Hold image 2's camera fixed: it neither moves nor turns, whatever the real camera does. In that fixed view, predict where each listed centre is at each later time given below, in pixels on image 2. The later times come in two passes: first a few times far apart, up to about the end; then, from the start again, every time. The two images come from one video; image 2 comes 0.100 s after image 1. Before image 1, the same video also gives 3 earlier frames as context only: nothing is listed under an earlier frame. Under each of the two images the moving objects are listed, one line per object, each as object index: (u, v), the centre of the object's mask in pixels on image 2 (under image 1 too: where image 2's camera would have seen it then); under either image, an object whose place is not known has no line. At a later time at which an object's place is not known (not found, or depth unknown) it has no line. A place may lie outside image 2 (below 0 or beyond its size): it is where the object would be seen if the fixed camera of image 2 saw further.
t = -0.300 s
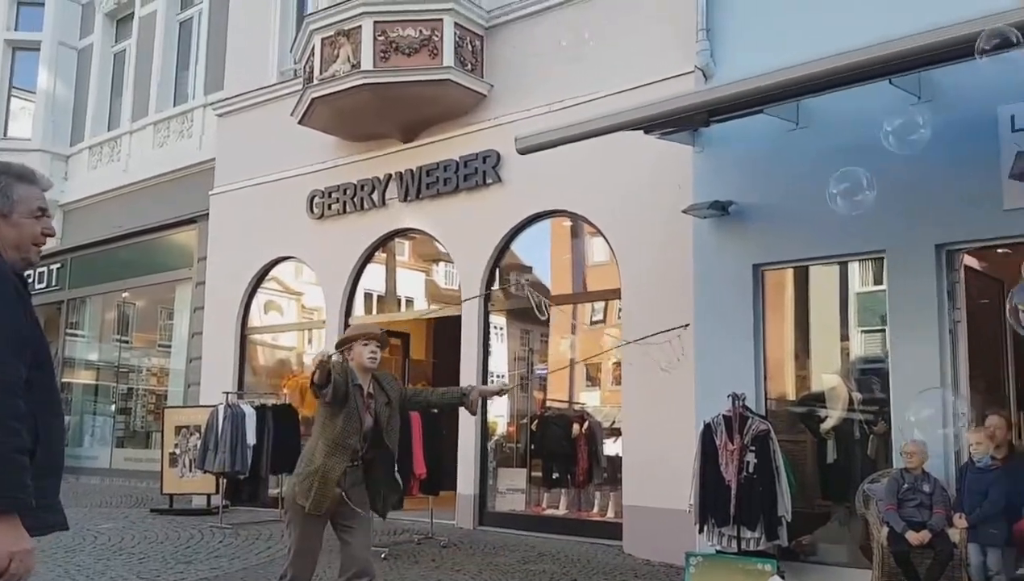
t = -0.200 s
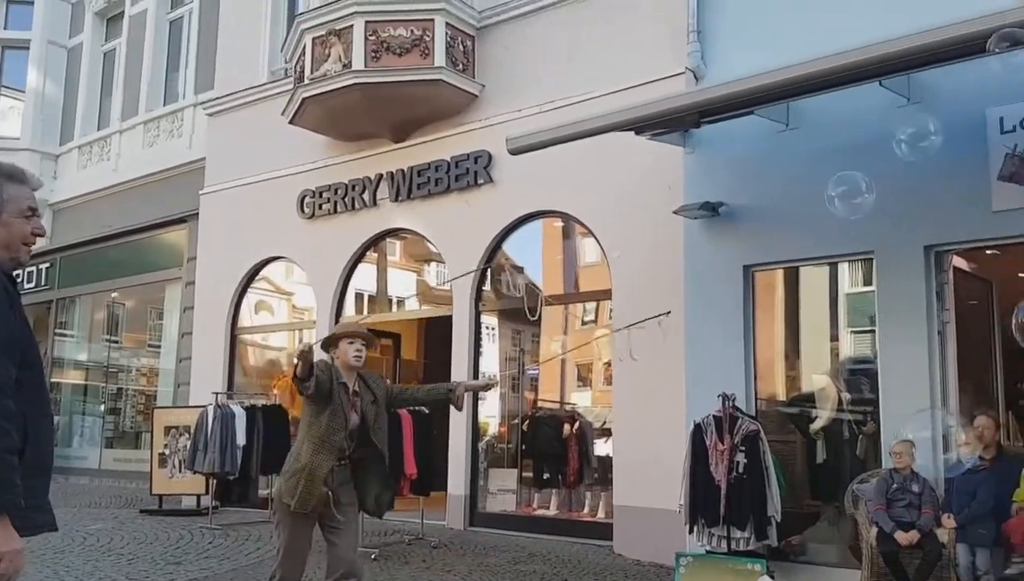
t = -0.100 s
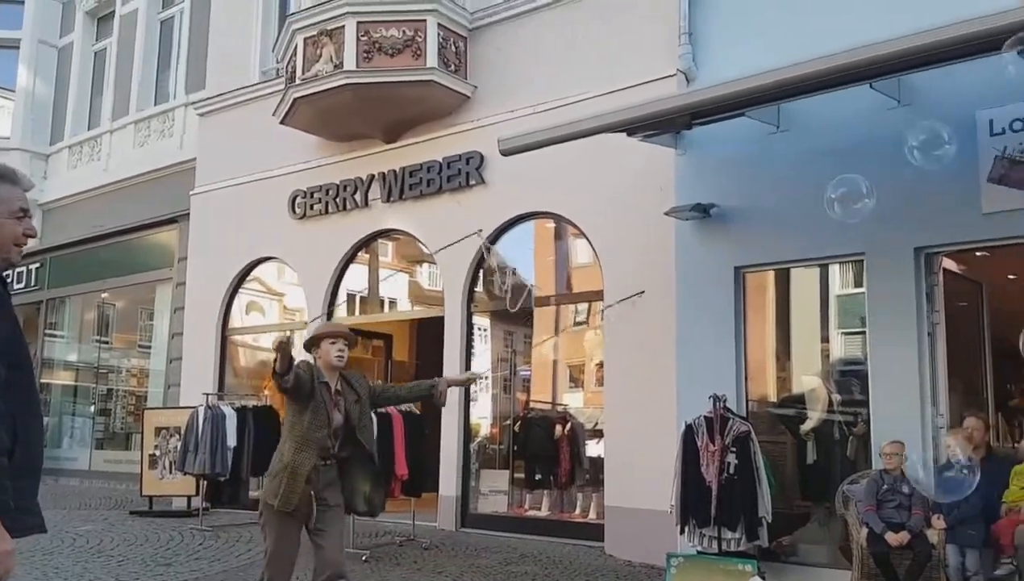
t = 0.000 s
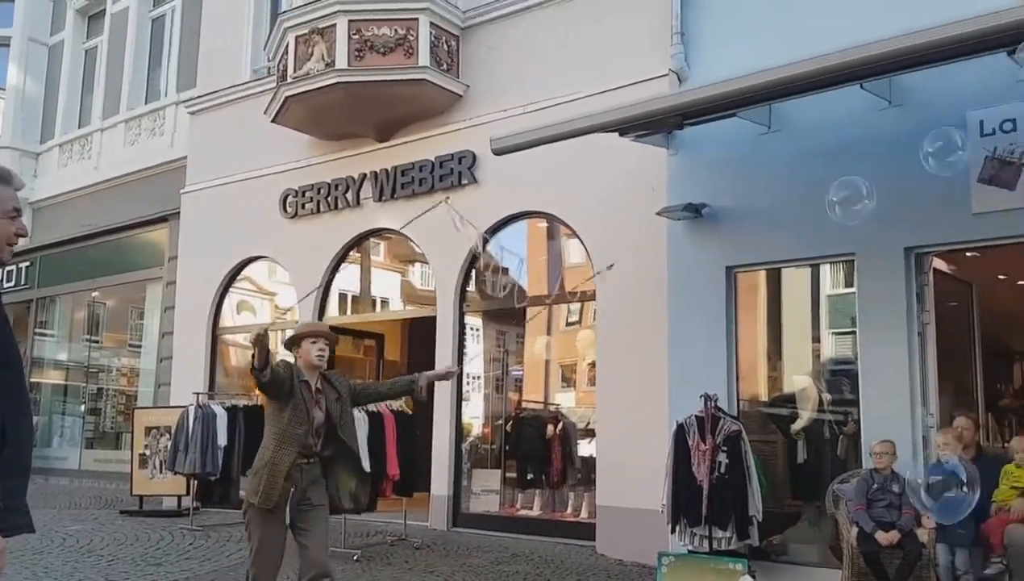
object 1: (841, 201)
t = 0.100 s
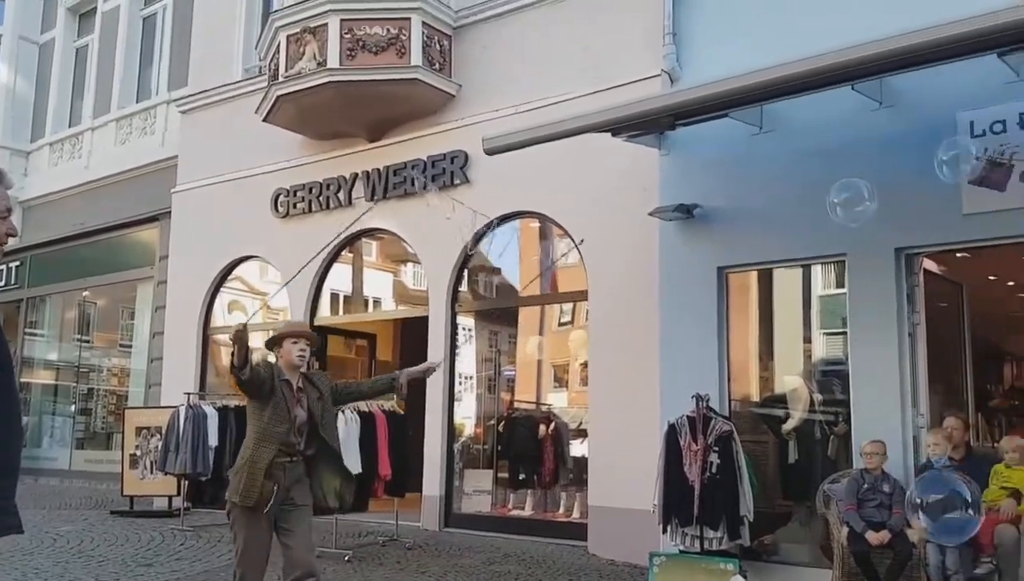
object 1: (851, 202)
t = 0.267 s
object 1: (870, 204)
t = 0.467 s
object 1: (895, 207)
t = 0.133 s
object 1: (855, 202)
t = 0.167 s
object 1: (858, 203)
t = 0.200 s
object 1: (863, 203)
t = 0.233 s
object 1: (867, 204)
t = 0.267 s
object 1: (870, 204)
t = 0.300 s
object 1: (875, 205)
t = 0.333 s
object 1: (878, 205)
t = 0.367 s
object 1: (882, 205)
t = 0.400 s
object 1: (887, 206)
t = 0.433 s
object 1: (890, 206)
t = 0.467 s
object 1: (895, 207)
